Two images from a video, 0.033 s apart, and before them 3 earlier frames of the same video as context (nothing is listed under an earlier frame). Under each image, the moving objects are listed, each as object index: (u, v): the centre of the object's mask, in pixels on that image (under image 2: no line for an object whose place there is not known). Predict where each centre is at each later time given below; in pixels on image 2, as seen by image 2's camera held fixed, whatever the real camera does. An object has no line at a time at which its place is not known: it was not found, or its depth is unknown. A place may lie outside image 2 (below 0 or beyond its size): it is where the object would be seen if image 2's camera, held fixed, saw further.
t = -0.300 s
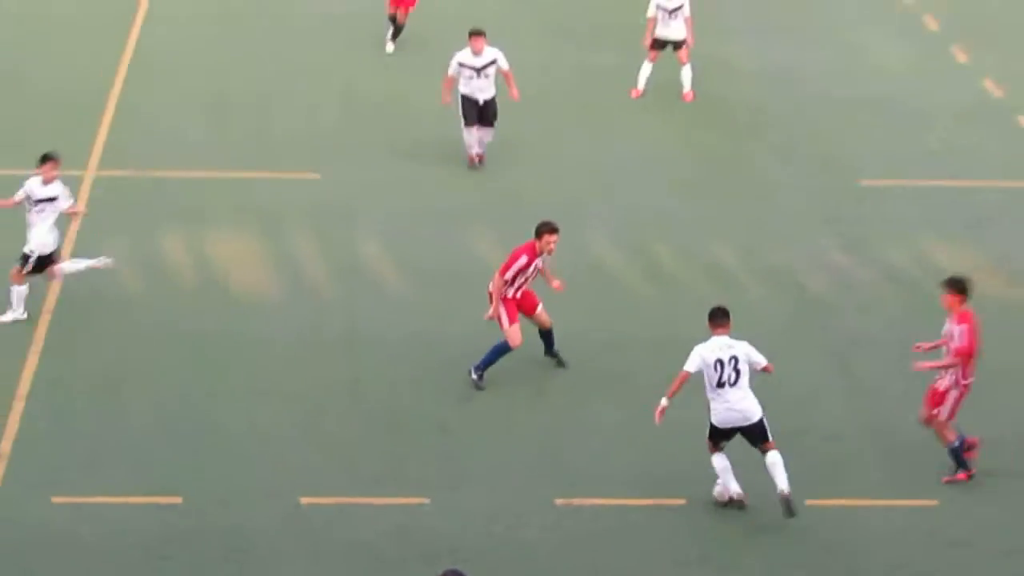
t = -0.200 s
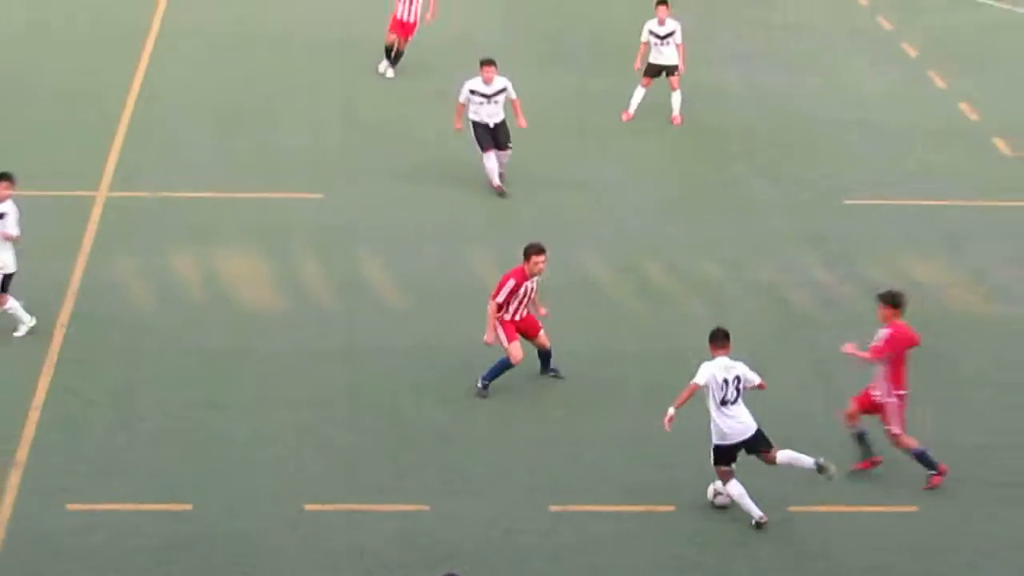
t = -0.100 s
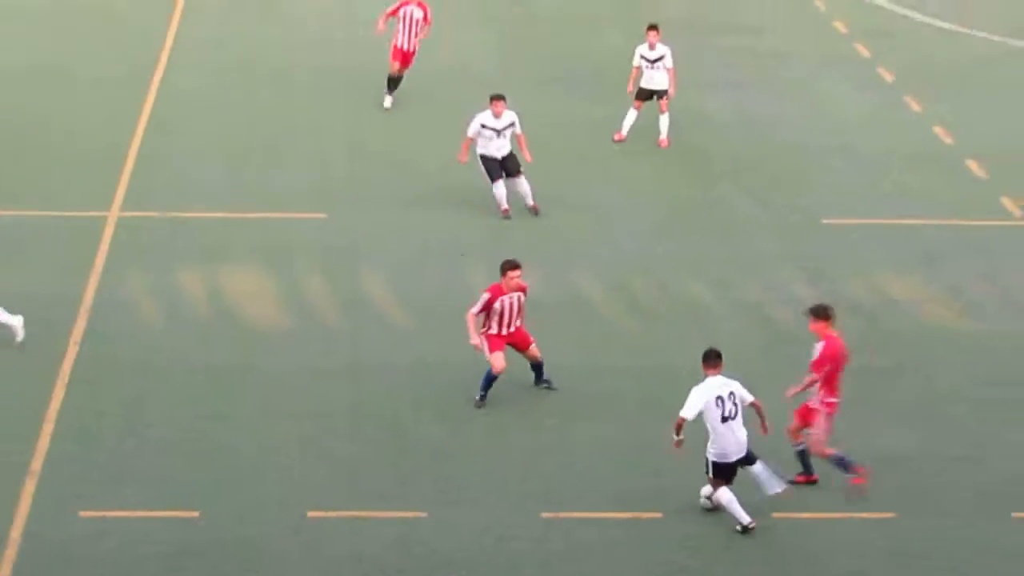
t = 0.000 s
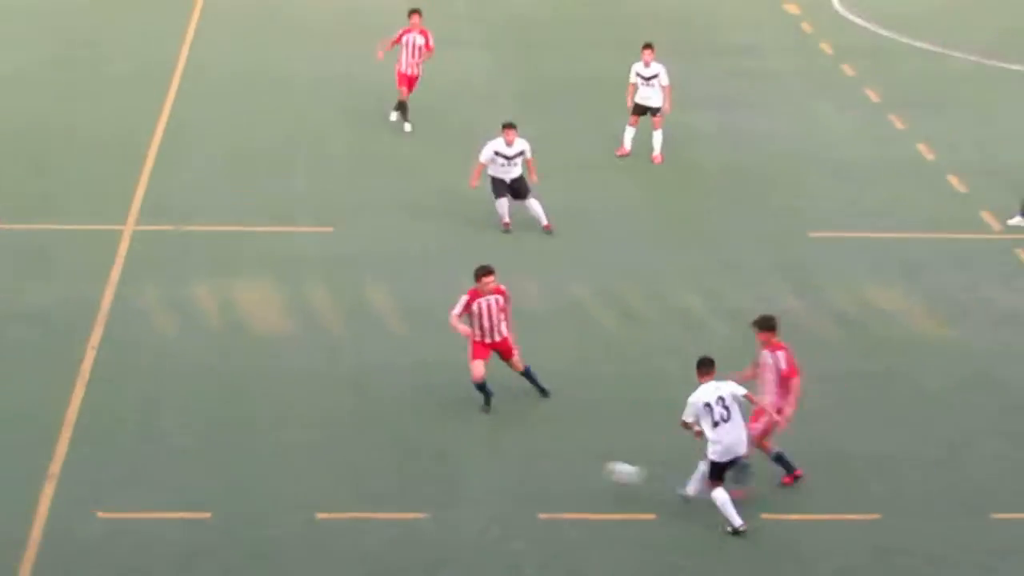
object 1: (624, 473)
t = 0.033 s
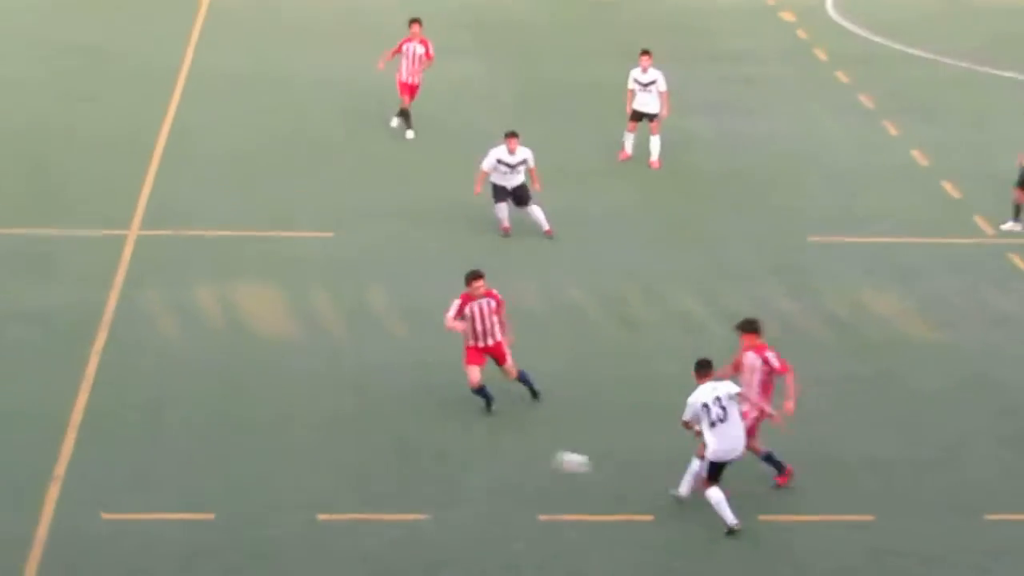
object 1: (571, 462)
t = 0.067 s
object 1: (522, 451)
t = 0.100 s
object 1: (472, 441)
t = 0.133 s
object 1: (425, 434)
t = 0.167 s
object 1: (376, 425)
